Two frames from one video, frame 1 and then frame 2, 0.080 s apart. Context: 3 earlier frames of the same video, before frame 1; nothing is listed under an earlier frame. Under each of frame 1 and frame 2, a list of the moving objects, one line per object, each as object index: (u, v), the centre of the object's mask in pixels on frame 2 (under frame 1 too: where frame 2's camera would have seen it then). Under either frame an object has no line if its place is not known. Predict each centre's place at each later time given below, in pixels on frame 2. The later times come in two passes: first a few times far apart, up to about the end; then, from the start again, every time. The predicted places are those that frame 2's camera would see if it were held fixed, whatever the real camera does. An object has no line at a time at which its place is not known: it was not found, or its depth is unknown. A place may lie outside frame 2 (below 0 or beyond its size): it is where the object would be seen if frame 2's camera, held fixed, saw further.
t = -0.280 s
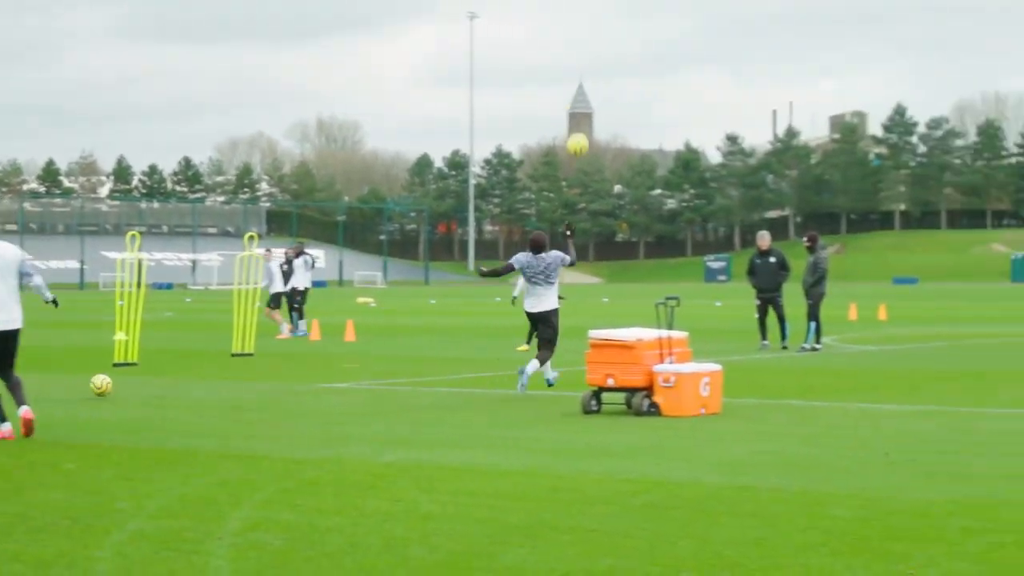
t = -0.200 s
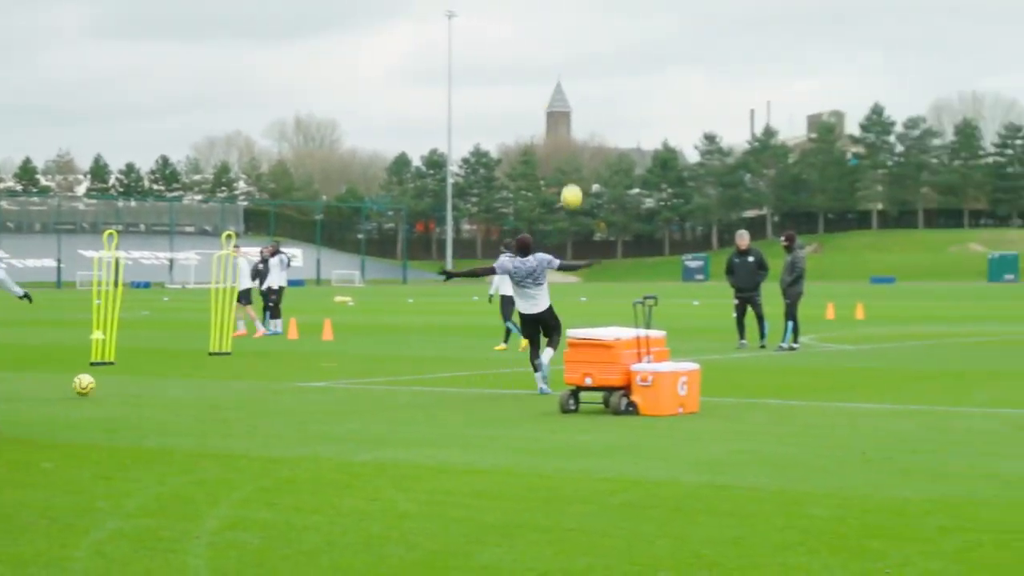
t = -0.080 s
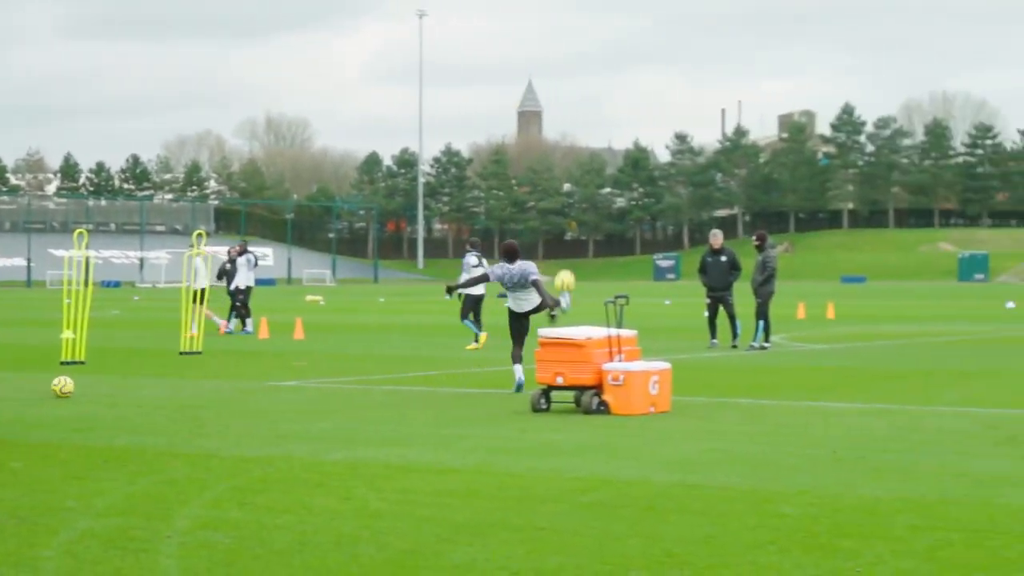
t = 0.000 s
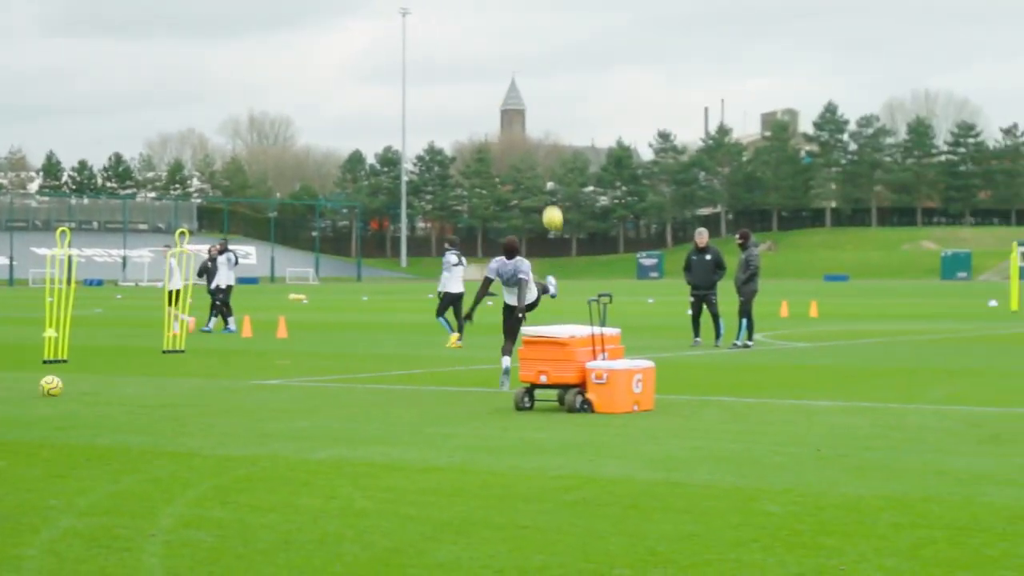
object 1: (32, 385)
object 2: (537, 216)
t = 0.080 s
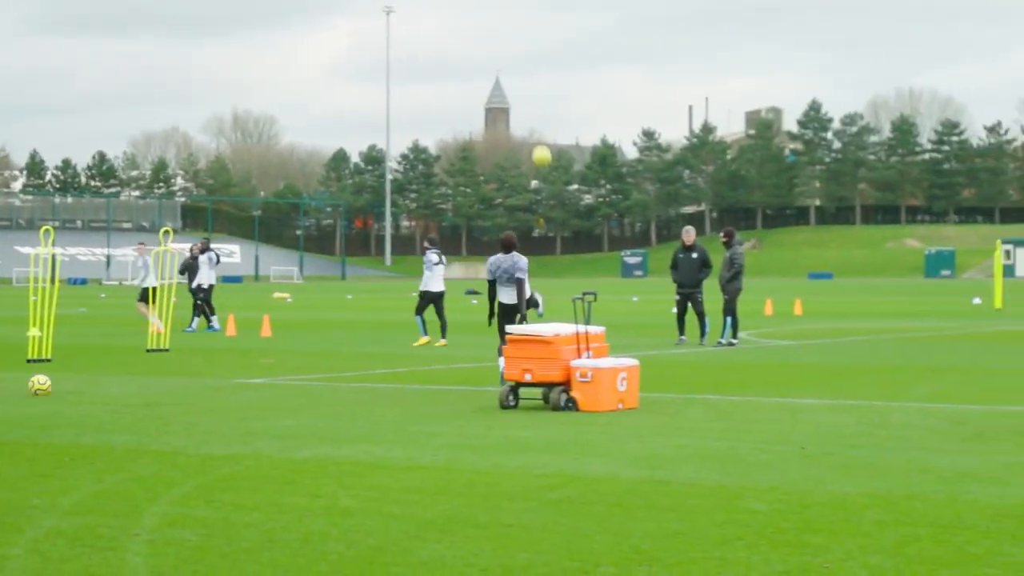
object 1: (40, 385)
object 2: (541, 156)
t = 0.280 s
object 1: (53, 384)
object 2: (552, 53)
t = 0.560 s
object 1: (64, 384)
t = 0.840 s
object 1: (66, 385)
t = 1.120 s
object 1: (65, 385)
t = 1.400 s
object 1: (66, 385)
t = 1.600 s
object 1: (66, 385)
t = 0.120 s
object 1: (43, 385)
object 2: (543, 131)
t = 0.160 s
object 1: (46, 385)
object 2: (546, 108)
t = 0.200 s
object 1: (49, 384)
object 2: (548, 87)
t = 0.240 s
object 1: (51, 384)
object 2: (550, 69)
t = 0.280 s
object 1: (53, 384)
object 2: (552, 53)
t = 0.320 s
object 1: (56, 384)
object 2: (555, 39)
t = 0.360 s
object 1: (58, 384)
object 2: (557, 26)
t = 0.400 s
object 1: (59, 384)
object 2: (559, 17)
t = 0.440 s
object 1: (61, 384)
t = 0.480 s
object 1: (62, 384)
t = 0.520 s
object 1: (63, 384)
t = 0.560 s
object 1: (64, 384)
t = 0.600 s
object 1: (64, 384)
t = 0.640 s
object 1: (65, 384)
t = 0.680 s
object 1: (66, 384)
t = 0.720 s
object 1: (66, 385)
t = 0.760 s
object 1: (66, 385)
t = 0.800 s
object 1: (66, 385)
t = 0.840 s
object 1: (66, 385)
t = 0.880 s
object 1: (66, 385)
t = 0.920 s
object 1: (66, 385)
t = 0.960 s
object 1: (66, 385)
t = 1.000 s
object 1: (66, 385)
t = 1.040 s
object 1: (66, 385)
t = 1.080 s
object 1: (66, 385)
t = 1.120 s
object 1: (65, 385)
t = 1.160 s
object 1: (66, 385)
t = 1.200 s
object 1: (66, 385)
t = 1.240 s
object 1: (66, 385)
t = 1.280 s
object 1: (66, 385)
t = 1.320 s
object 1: (66, 385)
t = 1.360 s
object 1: (66, 385)
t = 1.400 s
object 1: (66, 385)
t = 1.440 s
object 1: (66, 385)
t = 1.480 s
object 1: (66, 385)
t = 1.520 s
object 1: (66, 385)
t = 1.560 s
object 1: (66, 385)
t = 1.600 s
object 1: (66, 385)
